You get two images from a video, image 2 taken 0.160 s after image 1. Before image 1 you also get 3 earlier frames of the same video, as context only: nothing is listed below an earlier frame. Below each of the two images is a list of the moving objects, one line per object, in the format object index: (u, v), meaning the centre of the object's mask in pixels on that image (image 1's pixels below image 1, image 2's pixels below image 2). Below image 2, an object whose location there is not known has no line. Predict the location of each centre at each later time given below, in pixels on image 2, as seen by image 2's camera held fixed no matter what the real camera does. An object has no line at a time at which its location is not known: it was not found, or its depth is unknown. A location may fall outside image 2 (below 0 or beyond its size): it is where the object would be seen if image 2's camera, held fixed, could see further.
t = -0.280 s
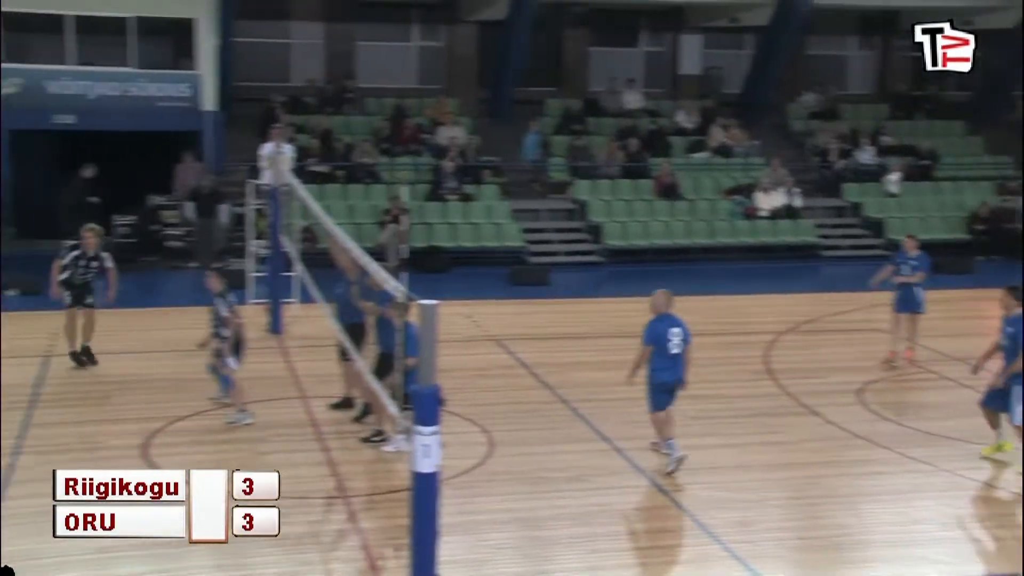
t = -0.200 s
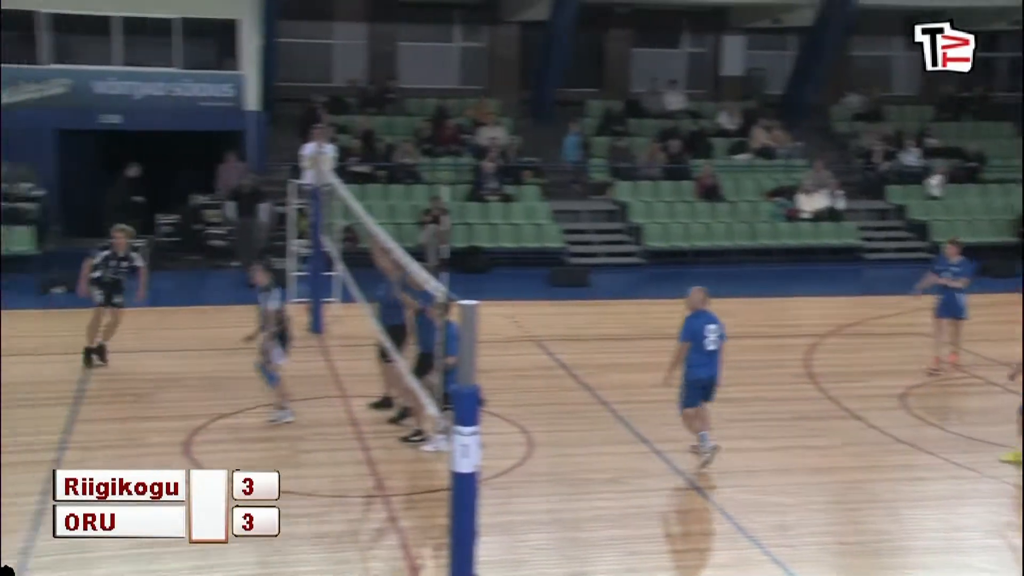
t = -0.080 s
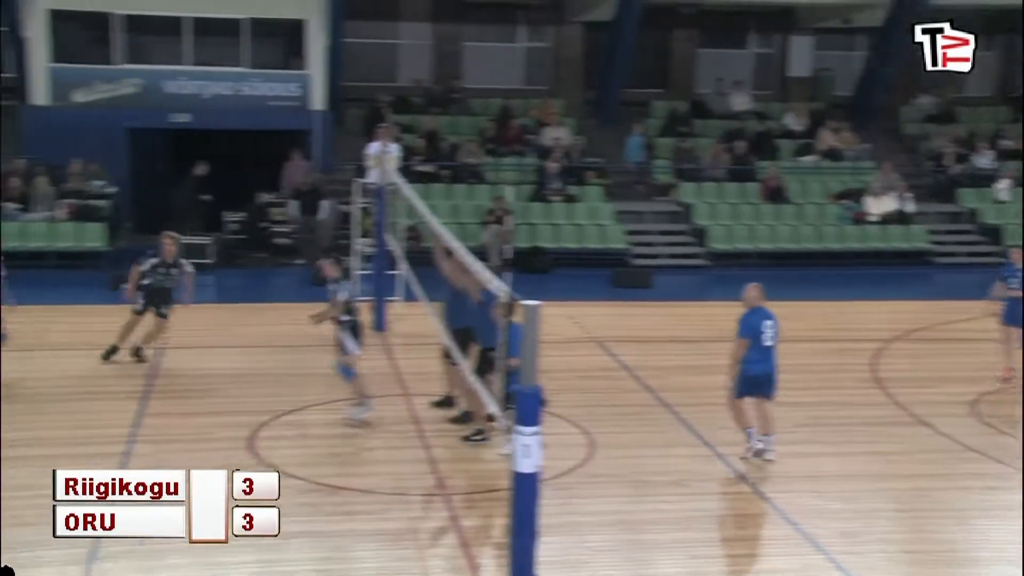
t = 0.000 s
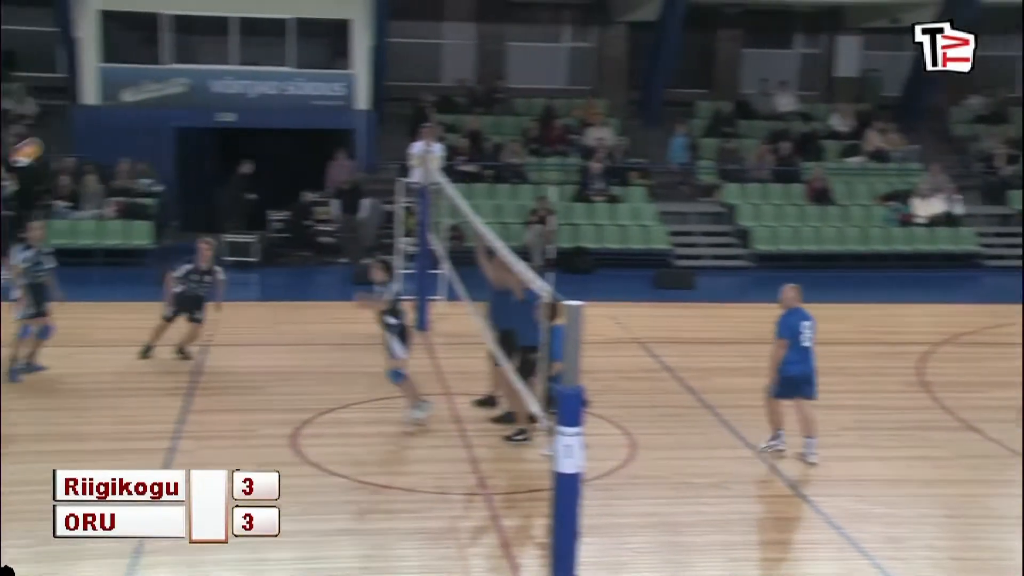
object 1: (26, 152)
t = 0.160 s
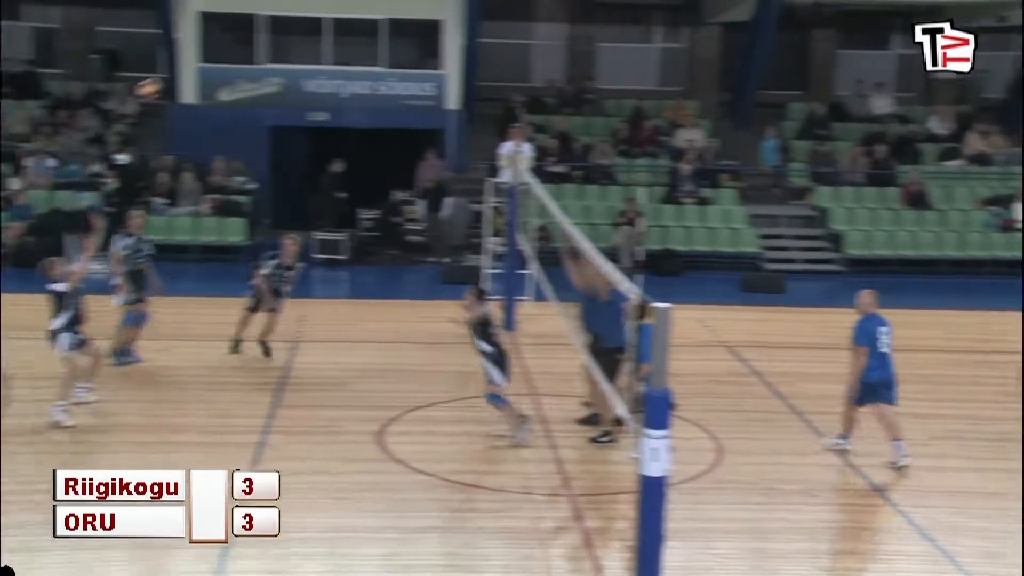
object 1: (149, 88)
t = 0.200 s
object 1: (158, 79)
